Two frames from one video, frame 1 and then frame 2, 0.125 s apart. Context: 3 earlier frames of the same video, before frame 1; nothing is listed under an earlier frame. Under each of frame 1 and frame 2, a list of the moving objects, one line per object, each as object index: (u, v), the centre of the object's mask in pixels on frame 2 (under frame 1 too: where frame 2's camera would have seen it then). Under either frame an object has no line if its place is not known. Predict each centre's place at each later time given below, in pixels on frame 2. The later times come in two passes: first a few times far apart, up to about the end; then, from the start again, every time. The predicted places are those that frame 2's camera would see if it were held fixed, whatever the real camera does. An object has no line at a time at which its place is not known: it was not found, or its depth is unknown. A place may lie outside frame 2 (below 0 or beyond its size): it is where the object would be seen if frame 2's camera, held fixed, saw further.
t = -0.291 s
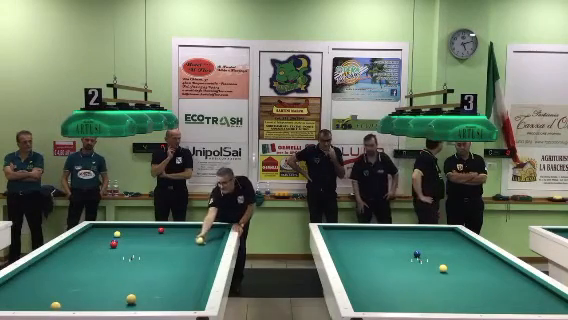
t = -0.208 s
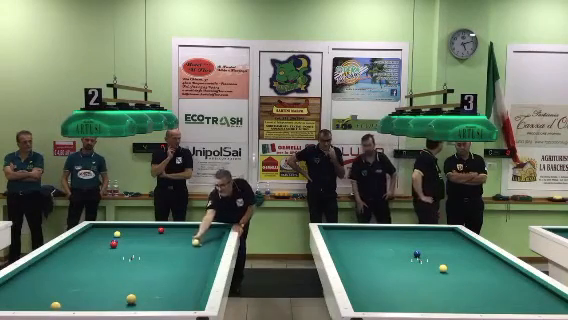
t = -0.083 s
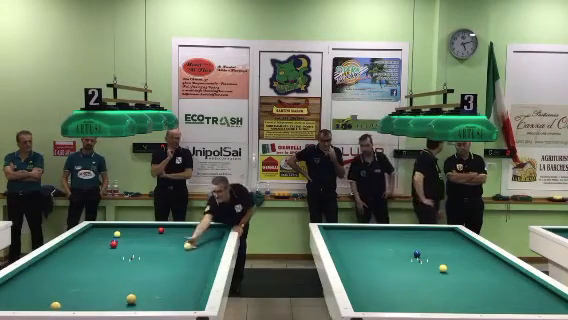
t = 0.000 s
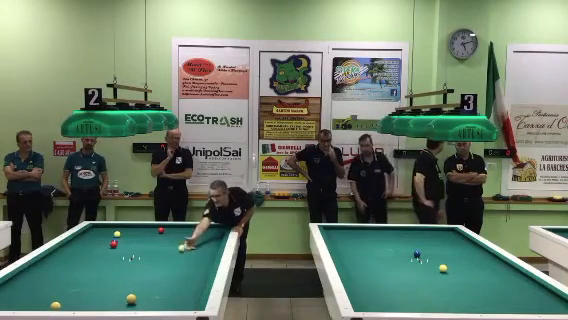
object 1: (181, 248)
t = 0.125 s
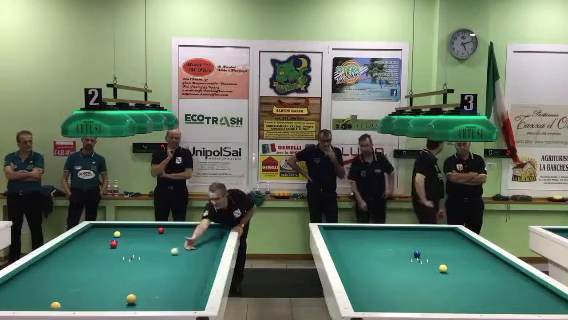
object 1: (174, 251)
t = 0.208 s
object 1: (169, 253)
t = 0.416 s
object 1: (157, 258)
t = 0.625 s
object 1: (143, 264)
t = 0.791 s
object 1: (132, 269)
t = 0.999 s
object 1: (116, 275)
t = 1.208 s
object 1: (100, 282)
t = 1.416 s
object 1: (82, 289)
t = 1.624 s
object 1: (63, 296)
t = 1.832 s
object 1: (43, 304)
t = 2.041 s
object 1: (31, 305)
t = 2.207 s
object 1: (31, 301)
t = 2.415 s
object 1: (28, 297)
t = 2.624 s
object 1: (27, 294)
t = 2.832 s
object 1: (25, 290)
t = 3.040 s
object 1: (23, 287)
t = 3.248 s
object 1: (22, 283)
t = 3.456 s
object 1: (21, 280)
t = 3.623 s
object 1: (20, 278)
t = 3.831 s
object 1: (19, 275)
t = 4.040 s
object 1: (25, 272)
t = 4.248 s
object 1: (31, 270)
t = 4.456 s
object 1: (37, 267)
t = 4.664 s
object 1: (42, 266)
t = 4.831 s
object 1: (46, 264)
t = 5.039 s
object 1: (52, 262)
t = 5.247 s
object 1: (56, 260)
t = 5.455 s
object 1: (61, 259)
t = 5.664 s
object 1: (65, 257)
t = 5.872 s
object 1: (69, 256)
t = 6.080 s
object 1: (73, 254)
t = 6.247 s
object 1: (75, 253)
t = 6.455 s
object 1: (79, 252)
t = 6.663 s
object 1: (82, 251)
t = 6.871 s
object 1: (85, 250)
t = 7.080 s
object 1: (88, 249)
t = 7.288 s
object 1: (91, 248)
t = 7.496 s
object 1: (93, 247)
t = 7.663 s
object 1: (95, 246)
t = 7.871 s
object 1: (97, 245)
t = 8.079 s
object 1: (99, 244)
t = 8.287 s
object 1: (101, 244)
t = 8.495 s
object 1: (103, 243)
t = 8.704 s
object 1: (105, 243)
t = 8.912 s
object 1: (106, 242)
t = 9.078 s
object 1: (107, 242)
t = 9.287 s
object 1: (107, 241)
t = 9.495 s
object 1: (108, 241)
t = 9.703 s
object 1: (108, 241)
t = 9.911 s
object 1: (108, 240)
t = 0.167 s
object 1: (172, 252)
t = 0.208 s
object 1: (169, 253)
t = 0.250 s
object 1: (167, 254)
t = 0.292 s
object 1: (164, 255)
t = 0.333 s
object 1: (162, 256)
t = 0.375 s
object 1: (159, 257)
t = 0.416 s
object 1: (157, 258)
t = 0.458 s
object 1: (154, 259)
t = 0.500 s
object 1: (151, 260)
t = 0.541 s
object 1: (149, 262)
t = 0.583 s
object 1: (146, 263)
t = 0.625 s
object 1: (143, 264)
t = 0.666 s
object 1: (140, 265)
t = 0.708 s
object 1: (137, 267)
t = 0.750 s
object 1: (134, 268)
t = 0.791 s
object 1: (132, 269)
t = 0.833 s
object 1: (128, 270)
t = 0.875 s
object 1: (125, 271)
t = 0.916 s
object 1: (122, 273)
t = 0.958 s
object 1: (119, 274)
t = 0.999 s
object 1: (116, 275)
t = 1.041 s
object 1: (113, 276)
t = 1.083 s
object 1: (110, 278)
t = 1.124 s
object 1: (106, 279)
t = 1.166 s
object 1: (103, 280)
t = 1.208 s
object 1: (100, 282)
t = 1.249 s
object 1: (96, 283)
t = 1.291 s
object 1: (93, 284)
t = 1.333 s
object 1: (89, 286)
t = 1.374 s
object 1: (86, 288)
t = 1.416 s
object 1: (82, 289)
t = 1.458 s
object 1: (78, 291)
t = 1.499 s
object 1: (75, 292)
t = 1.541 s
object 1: (71, 293)
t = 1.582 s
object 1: (67, 295)
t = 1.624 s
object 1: (63, 296)
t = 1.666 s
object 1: (60, 297)
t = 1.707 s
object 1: (56, 298)
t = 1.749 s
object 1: (51, 300)
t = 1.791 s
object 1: (47, 301)
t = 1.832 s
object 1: (43, 304)
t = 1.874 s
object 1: (39, 304)
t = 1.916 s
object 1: (35, 306)
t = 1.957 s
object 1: (31, 306)
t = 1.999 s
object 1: (31, 306)
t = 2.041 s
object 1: (31, 305)
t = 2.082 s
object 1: (31, 304)
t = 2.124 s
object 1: (31, 303)
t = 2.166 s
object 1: (31, 302)
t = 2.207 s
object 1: (31, 301)
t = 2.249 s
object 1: (30, 301)
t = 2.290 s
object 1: (30, 300)
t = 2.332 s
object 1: (29, 299)
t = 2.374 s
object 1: (29, 298)
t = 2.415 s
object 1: (28, 297)
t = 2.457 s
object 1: (28, 297)
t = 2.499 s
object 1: (28, 296)
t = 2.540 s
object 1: (27, 295)
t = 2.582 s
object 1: (27, 294)
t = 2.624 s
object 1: (27, 294)
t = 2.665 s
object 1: (26, 293)
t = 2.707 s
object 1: (26, 293)
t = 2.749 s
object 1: (26, 292)
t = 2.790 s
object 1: (25, 291)
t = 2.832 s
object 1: (25, 290)
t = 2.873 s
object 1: (25, 290)
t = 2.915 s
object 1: (24, 289)
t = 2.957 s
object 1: (24, 288)
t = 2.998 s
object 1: (23, 287)
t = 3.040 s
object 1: (23, 287)
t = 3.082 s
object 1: (23, 286)
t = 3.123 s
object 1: (23, 285)
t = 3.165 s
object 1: (23, 285)
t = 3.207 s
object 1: (22, 284)
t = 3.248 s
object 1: (22, 283)
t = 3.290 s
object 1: (22, 283)
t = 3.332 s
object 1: (22, 282)
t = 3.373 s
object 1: (21, 281)
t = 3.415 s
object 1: (21, 281)
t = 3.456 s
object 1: (21, 280)
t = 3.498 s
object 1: (21, 280)
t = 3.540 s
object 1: (20, 279)
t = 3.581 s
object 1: (20, 278)
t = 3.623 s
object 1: (20, 278)
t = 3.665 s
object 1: (20, 277)
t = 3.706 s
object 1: (20, 276)
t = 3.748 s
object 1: (20, 276)
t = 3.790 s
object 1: (19, 275)
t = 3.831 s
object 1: (19, 275)
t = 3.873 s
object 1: (20, 274)
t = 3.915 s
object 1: (21, 274)
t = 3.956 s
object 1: (22, 273)
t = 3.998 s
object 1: (24, 273)
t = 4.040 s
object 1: (25, 272)
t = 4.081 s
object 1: (26, 272)
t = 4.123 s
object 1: (27, 271)
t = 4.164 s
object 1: (29, 271)
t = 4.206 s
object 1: (30, 270)
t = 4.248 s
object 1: (31, 270)
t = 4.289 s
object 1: (32, 270)
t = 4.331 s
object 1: (33, 269)
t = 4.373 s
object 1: (34, 268)
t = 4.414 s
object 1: (36, 268)
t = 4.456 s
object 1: (37, 267)
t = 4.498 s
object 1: (38, 267)
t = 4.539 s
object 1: (39, 266)
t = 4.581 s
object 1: (40, 266)
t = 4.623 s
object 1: (41, 266)
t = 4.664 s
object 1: (42, 266)
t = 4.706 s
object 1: (43, 266)
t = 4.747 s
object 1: (44, 265)
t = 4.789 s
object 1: (45, 265)
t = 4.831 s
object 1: (46, 264)
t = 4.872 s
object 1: (47, 264)
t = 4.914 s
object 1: (48, 263)
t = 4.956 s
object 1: (50, 263)
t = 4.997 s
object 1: (51, 262)
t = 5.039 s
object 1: (52, 262)
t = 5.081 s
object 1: (53, 262)
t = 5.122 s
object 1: (54, 261)
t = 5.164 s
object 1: (55, 261)
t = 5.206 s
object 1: (55, 261)
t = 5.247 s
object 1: (56, 260)
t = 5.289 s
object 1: (57, 260)
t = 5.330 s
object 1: (58, 260)
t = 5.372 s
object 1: (59, 260)
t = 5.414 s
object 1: (60, 259)
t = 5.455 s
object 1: (61, 259)
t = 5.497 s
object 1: (61, 259)
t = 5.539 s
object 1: (62, 259)
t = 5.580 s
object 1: (63, 258)
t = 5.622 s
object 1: (63, 258)
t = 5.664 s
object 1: (65, 257)
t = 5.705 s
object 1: (66, 257)
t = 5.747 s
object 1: (66, 257)
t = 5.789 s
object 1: (67, 257)
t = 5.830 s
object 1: (68, 256)
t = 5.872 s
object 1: (69, 256)
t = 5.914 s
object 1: (70, 255)
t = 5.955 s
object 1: (71, 255)
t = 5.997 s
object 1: (71, 255)
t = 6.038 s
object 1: (72, 255)
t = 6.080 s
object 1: (73, 254)
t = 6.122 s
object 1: (73, 254)
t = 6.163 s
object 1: (74, 254)
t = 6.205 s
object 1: (75, 254)
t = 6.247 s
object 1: (75, 253)
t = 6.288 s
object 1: (76, 253)
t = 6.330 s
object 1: (77, 253)
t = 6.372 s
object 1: (78, 252)
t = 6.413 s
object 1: (78, 252)
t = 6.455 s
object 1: (79, 252)
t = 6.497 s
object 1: (79, 252)
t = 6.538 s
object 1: (80, 251)
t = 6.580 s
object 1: (81, 251)
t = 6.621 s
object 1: (81, 251)
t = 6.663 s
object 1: (82, 251)
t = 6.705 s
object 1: (83, 251)
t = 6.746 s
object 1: (83, 250)
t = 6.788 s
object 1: (84, 250)
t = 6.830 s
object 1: (85, 250)
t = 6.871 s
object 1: (85, 250)
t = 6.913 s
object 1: (86, 249)
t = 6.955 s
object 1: (86, 249)
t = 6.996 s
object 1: (87, 249)
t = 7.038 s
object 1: (88, 249)
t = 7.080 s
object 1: (88, 249)
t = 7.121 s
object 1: (89, 248)
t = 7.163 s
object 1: (89, 248)
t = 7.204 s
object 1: (90, 248)
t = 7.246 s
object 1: (90, 248)
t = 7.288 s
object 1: (91, 248)
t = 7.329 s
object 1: (91, 248)
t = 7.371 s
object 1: (92, 247)
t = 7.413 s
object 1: (92, 247)
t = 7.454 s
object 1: (93, 247)
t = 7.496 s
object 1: (93, 247)
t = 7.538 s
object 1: (94, 247)
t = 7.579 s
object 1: (94, 247)
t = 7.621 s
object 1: (94, 246)
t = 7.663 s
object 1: (95, 246)
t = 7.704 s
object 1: (96, 246)
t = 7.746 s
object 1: (96, 246)
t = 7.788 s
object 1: (96, 246)
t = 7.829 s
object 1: (96, 246)
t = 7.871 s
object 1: (97, 245)
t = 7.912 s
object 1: (98, 245)
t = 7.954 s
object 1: (99, 245)
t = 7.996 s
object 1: (99, 245)
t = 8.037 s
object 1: (99, 245)
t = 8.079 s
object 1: (99, 244)
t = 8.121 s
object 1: (100, 244)
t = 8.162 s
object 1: (100, 244)
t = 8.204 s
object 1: (101, 244)
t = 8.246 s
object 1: (101, 244)
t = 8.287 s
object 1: (101, 244)
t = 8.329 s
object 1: (102, 244)
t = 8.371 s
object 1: (102, 244)
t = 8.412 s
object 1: (103, 244)
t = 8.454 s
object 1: (103, 243)
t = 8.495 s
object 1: (103, 243)
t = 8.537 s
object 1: (104, 243)
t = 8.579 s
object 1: (104, 243)
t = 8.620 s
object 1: (104, 243)
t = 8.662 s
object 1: (104, 243)
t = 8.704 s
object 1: (105, 243)
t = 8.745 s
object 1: (105, 243)
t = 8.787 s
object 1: (105, 243)
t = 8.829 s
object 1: (106, 242)
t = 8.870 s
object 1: (106, 242)
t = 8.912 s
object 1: (106, 242)
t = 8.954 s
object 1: (107, 242)
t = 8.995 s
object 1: (107, 242)
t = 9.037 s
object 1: (107, 242)
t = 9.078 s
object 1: (107, 242)
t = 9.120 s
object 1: (107, 242)
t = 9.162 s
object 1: (107, 241)
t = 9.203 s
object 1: (107, 241)
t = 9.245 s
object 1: (107, 241)
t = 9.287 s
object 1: (107, 241)
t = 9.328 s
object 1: (108, 241)
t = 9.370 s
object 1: (108, 241)
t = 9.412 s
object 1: (108, 241)
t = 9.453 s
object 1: (108, 241)
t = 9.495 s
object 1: (108, 241)
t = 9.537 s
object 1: (108, 241)
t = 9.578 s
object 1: (108, 241)
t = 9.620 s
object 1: (108, 241)
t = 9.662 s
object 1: (108, 241)
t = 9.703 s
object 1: (108, 241)
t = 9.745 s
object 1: (108, 241)
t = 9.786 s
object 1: (108, 241)
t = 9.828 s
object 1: (108, 241)
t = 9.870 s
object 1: (108, 240)
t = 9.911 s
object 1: (108, 240)
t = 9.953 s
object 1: (109, 240)
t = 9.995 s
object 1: (109, 240)
